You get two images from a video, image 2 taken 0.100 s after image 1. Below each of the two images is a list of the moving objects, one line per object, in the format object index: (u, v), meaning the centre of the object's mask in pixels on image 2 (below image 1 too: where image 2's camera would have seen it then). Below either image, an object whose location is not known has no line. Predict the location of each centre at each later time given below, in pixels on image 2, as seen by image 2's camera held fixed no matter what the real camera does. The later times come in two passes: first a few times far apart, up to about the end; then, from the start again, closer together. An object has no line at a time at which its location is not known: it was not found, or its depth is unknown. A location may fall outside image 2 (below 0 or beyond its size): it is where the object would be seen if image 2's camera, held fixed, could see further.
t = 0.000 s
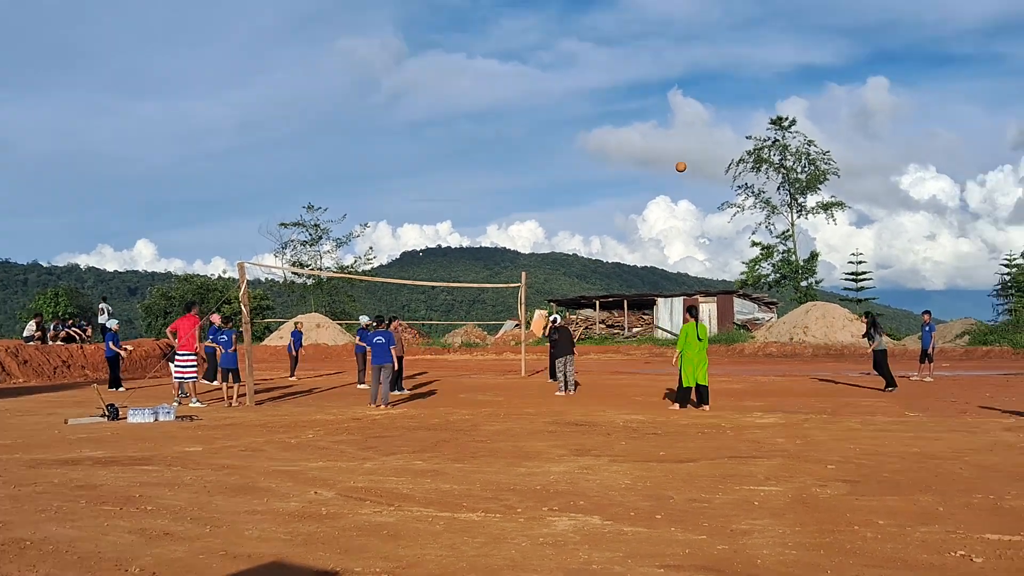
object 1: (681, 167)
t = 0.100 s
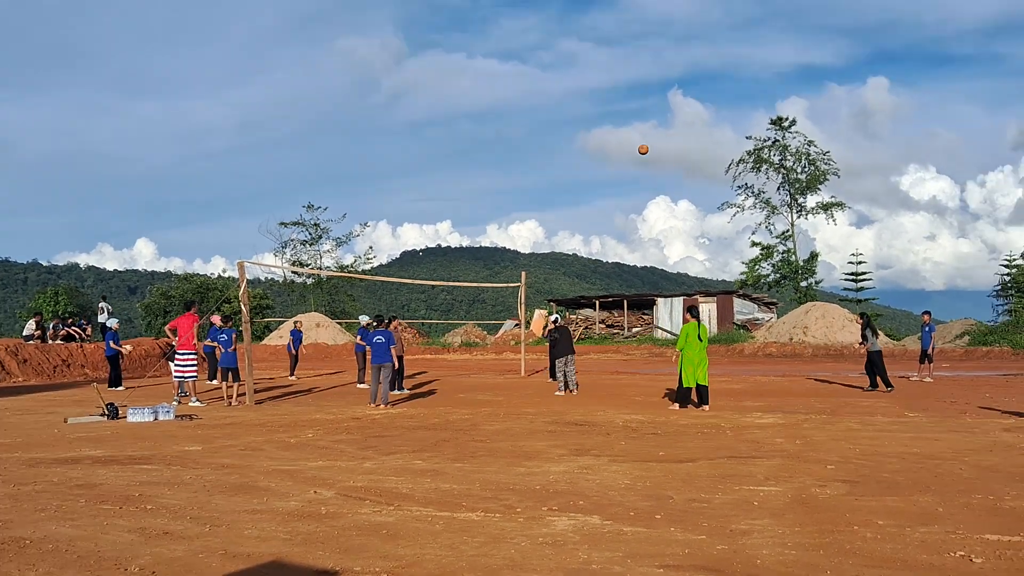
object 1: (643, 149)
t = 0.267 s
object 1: (584, 132)
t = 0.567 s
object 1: (487, 133)
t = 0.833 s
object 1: (411, 167)
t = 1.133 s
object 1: (334, 239)
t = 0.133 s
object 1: (631, 145)
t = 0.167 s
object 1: (619, 141)
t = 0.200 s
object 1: (607, 137)
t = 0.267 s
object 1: (584, 132)
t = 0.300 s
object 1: (573, 130)
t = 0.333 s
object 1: (561, 129)
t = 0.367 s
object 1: (550, 128)
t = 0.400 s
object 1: (540, 128)
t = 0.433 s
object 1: (529, 128)
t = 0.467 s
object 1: (518, 129)
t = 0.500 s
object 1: (508, 130)
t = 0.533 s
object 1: (497, 131)
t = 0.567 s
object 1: (487, 133)
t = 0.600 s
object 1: (477, 136)
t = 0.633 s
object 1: (468, 139)
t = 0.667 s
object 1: (457, 142)
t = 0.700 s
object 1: (448, 146)
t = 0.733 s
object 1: (438, 151)
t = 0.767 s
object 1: (429, 156)
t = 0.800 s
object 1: (420, 161)
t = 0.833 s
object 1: (411, 167)
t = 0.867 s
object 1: (402, 174)
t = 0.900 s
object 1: (393, 180)
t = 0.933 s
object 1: (384, 188)
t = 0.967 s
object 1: (376, 195)
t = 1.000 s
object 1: (367, 203)
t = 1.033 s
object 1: (359, 211)
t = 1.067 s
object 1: (350, 220)
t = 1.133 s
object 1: (334, 239)
